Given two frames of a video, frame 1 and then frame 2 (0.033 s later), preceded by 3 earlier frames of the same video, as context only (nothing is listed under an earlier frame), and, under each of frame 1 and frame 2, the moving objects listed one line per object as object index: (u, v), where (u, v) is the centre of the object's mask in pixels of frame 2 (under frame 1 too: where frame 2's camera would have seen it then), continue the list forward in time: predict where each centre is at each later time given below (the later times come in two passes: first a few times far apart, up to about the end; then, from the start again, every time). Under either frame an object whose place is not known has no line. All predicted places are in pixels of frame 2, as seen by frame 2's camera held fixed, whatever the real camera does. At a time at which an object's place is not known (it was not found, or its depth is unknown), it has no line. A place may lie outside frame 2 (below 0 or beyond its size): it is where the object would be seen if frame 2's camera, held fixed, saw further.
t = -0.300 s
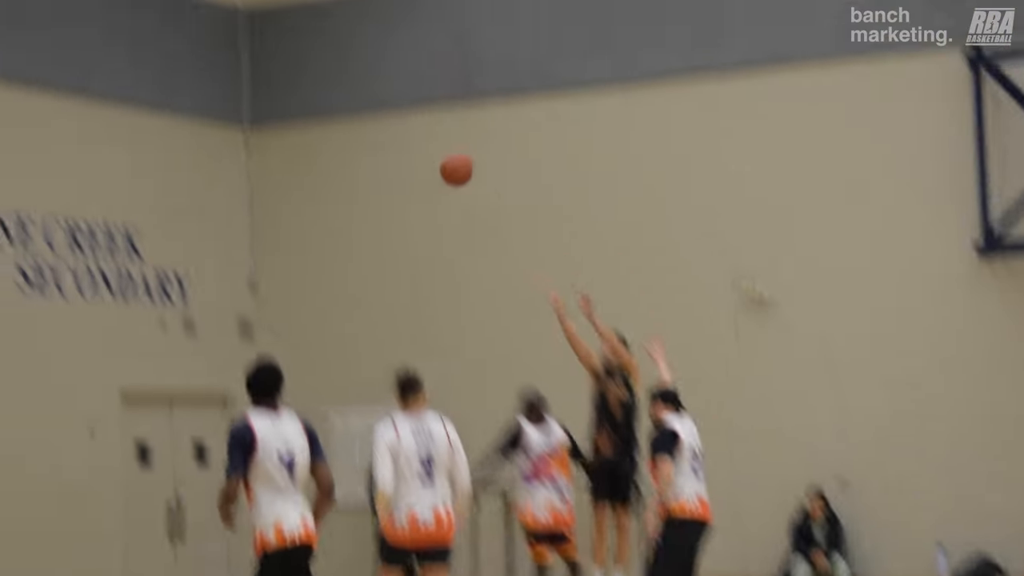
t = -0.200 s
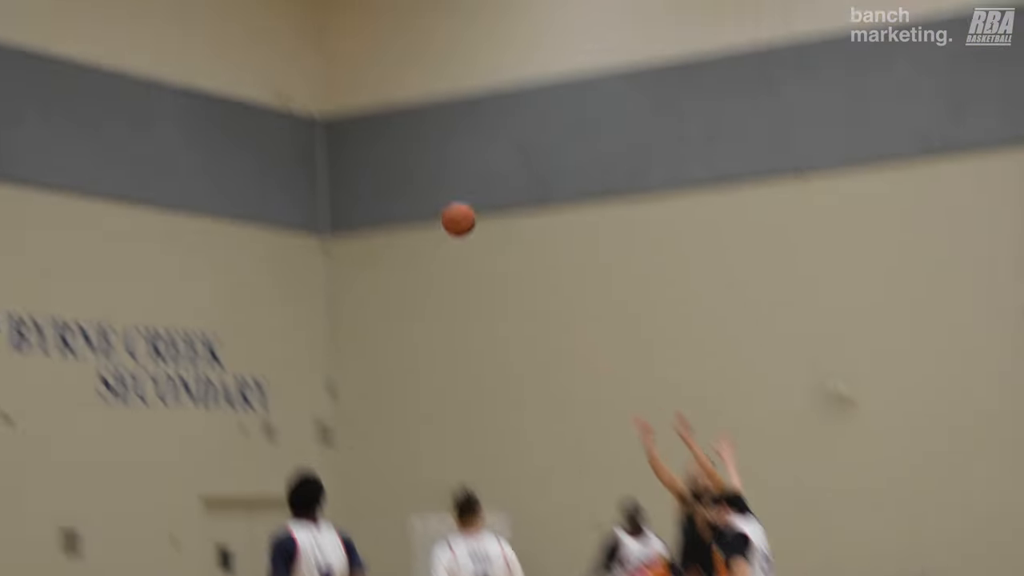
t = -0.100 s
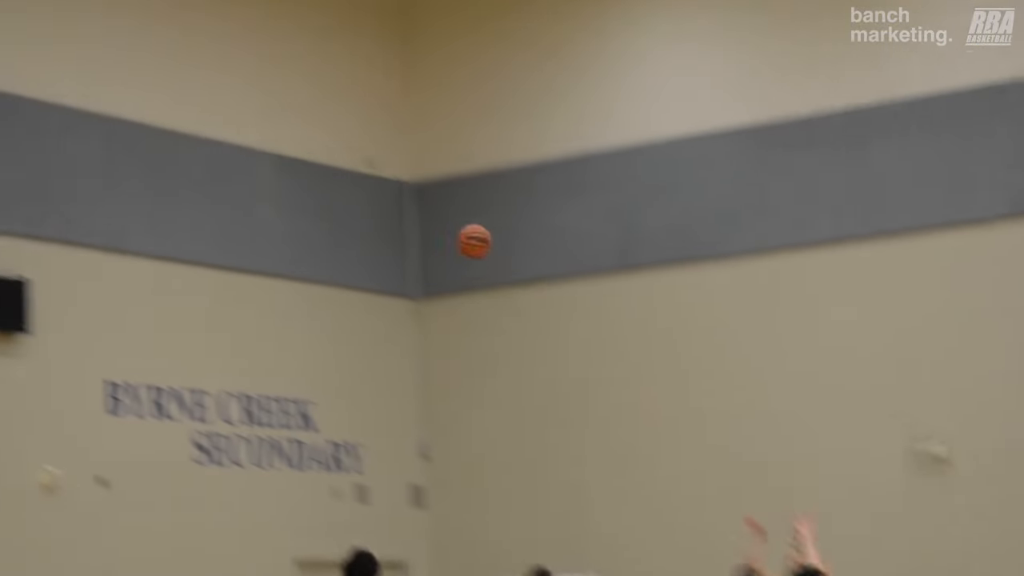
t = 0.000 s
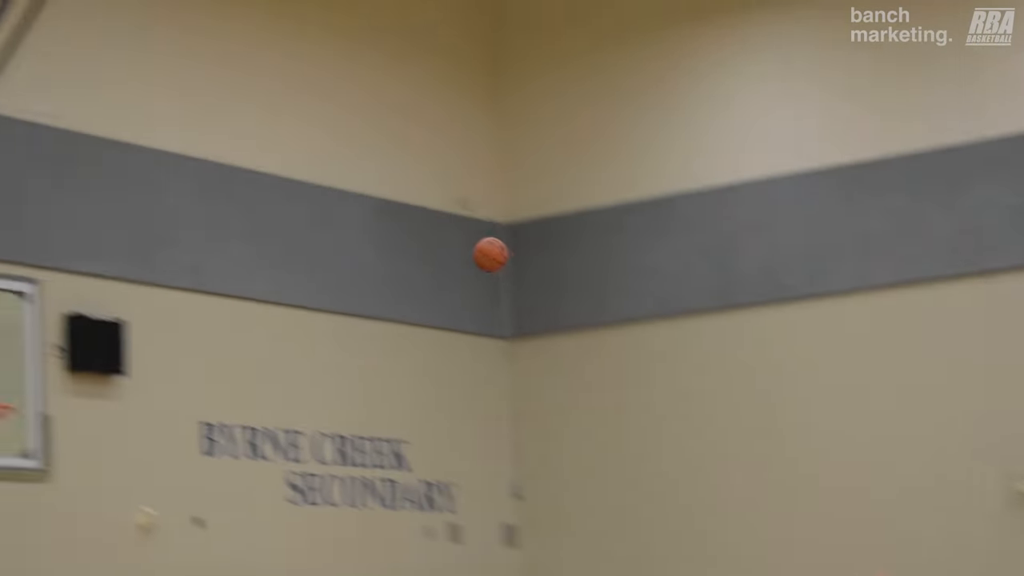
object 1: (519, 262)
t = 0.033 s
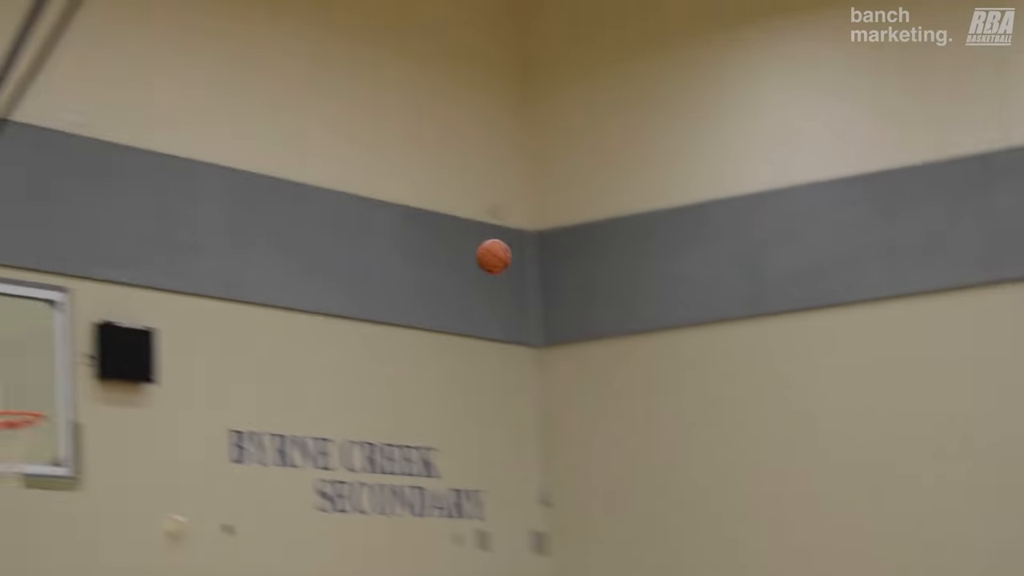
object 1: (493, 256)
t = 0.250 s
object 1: (325, 253)
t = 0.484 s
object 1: (127, 329)
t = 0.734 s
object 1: (-32, 462)
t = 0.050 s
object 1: (481, 254)
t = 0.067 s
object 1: (468, 252)
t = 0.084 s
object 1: (456, 250)
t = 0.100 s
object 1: (443, 248)
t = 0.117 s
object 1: (430, 248)
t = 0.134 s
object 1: (417, 247)
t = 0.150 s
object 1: (404, 247)
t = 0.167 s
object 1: (392, 247)
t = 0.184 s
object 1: (378, 248)
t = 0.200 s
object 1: (365, 249)
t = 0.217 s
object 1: (352, 250)
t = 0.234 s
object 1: (338, 251)
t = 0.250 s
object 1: (325, 253)
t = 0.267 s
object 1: (311, 256)
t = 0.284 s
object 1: (298, 259)
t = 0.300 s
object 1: (284, 262)
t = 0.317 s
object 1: (270, 266)
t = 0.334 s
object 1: (256, 270)
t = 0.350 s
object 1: (242, 274)
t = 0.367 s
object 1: (228, 280)
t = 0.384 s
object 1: (214, 285)
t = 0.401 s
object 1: (200, 291)
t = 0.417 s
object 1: (185, 298)
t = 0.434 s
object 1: (171, 305)
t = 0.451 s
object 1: (156, 312)
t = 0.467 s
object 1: (142, 321)
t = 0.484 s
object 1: (127, 329)
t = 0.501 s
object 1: (112, 338)
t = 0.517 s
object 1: (98, 347)
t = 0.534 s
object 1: (83, 357)
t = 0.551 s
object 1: (67, 367)
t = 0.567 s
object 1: (51, 378)
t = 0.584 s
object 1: (35, 390)
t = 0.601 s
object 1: (19, 402)
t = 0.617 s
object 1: (3, 415)
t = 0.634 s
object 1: (-12, 428)
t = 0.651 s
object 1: (-26, 440)
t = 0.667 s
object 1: (-31, 446)
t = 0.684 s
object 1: (-34, 449)
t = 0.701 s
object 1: (-33, 450)
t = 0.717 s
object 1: (-31, 463)
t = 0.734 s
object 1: (-32, 462)
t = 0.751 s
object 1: (-33, 463)
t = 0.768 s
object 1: (-34, 466)
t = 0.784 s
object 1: (-33, 472)
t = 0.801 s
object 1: (-33, 477)
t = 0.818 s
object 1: (-34, 482)
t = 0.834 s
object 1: (-33, 489)
